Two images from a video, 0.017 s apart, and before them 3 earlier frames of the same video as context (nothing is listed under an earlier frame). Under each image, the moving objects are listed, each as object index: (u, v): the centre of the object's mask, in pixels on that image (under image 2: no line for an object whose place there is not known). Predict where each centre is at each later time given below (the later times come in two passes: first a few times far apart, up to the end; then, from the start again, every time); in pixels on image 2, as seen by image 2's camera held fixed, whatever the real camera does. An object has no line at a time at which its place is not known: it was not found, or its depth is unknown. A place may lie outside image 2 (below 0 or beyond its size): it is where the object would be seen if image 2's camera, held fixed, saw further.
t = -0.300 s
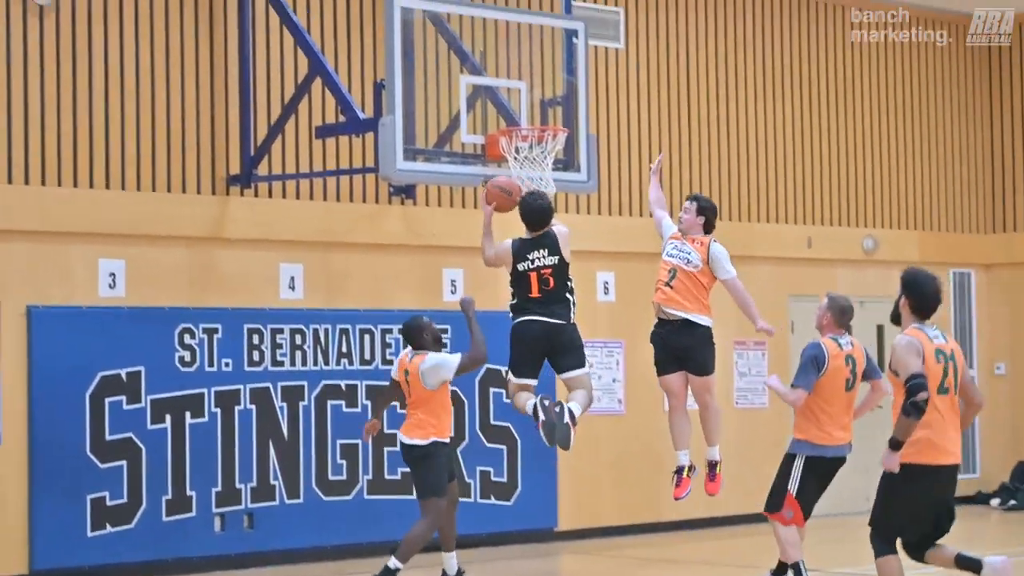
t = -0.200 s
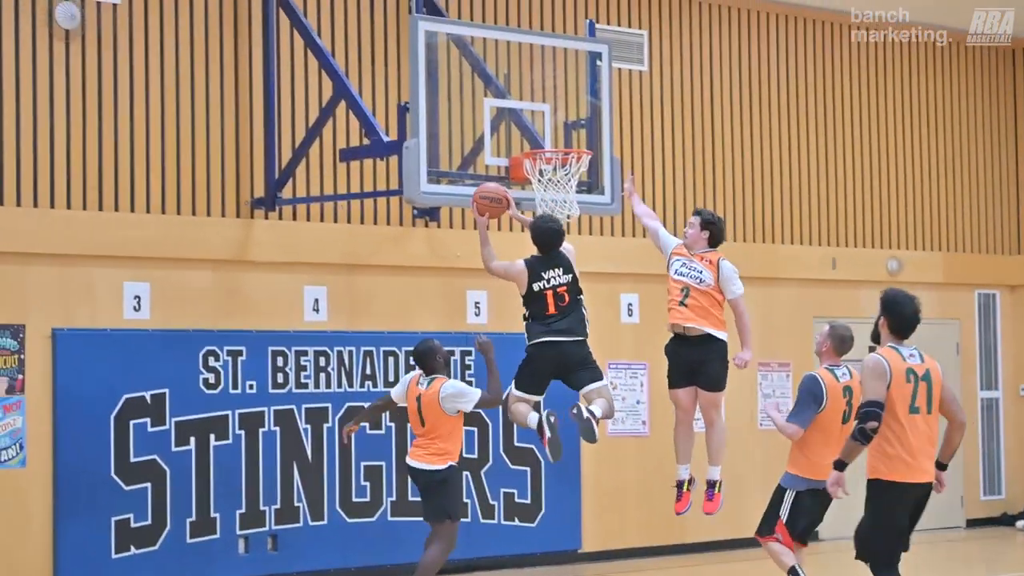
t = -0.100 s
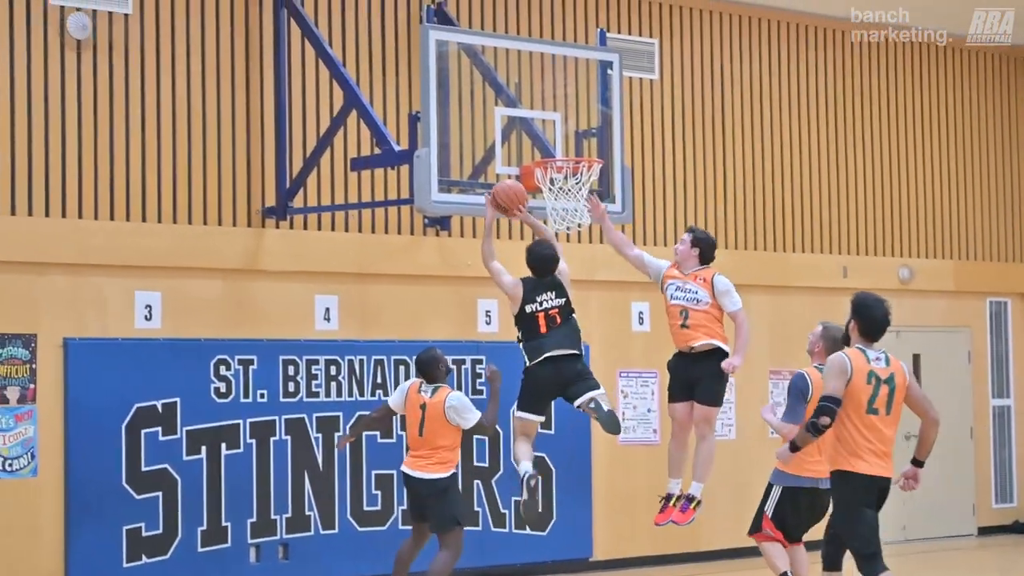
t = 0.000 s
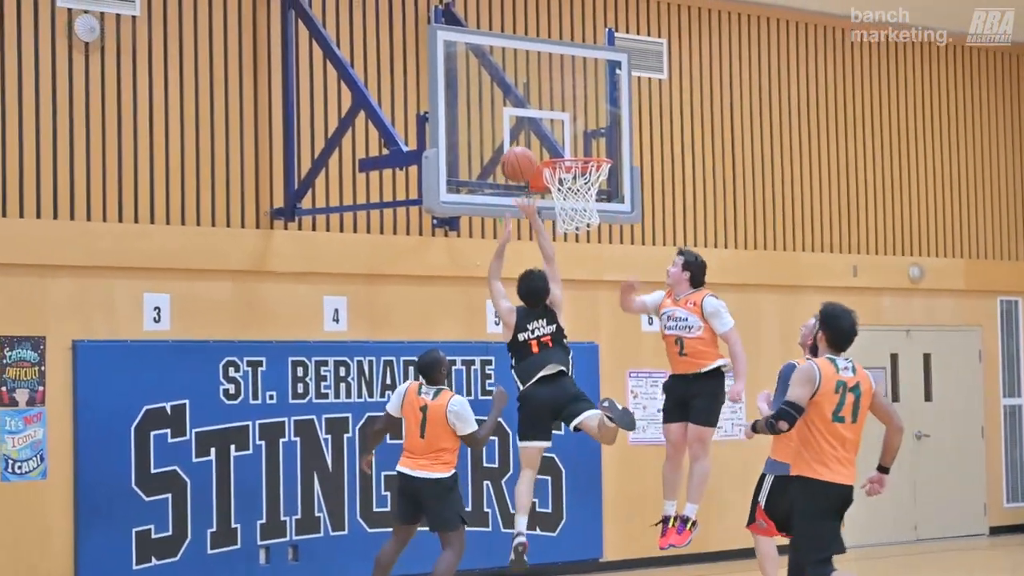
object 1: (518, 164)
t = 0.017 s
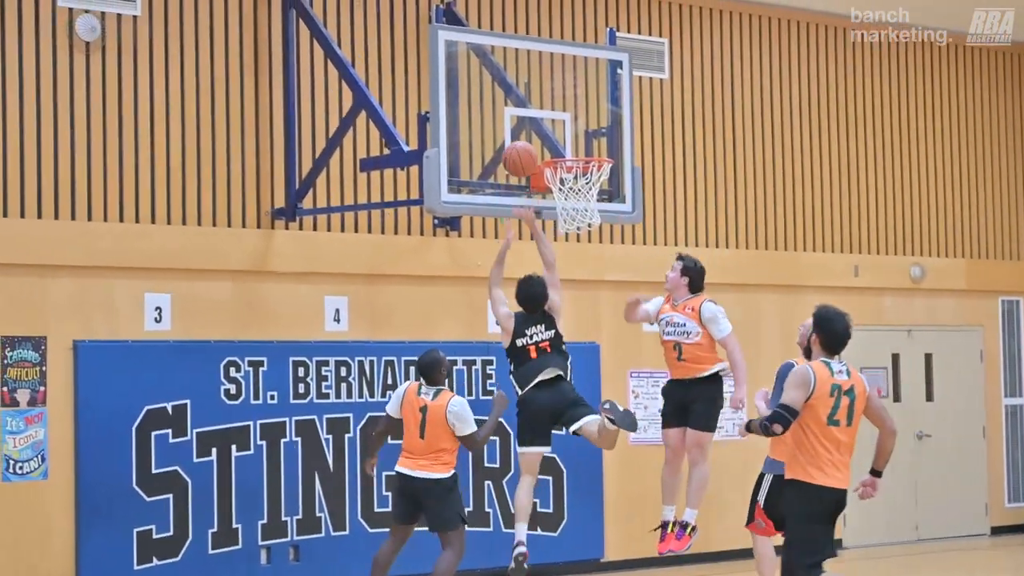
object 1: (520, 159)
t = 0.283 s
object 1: (538, 132)
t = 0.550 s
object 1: (595, 203)
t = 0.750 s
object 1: (591, 248)
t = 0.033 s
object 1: (520, 154)
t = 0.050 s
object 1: (521, 149)
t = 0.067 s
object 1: (521, 145)
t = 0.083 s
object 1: (522, 142)
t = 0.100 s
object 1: (522, 139)
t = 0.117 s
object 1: (522, 136)
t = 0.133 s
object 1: (523, 134)
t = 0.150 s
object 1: (523, 132)
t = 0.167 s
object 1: (523, 130)
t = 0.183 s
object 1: (524, 129)
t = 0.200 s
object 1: (524, 129)
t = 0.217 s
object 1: (524, 128)
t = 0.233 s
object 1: (526, 128)
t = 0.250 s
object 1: (530, 130)
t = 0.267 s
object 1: (534, 131)
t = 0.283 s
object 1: (538, 132)
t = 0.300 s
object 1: (543, 134)
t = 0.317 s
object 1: (546, 136)
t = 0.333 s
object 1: (549, 139)
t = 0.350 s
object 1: (553, 143)
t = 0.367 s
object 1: (556, 145)
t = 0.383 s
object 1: (561, 147)
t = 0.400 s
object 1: (564, 149)
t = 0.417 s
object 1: (567, 151)
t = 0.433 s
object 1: (572, 153)
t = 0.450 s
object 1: (577, 169)
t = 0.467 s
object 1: (580, 175)
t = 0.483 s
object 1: (585, 182)
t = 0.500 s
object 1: (587, 188)
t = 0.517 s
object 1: (590, 194)
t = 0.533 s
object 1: (593, 200)
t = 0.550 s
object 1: (595, 203)
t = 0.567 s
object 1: (595, 205)
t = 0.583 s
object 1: (596, 209)
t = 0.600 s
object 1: (595, 220)
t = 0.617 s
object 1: (596, 224)
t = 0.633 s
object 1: (595, 225)
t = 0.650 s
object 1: (594, 226)
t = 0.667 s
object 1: (594, 227)
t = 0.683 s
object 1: (593, 229)
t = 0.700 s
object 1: (592, 233)
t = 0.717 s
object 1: (592, 237)
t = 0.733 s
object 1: (591, 242)
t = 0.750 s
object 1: (591, 248)
